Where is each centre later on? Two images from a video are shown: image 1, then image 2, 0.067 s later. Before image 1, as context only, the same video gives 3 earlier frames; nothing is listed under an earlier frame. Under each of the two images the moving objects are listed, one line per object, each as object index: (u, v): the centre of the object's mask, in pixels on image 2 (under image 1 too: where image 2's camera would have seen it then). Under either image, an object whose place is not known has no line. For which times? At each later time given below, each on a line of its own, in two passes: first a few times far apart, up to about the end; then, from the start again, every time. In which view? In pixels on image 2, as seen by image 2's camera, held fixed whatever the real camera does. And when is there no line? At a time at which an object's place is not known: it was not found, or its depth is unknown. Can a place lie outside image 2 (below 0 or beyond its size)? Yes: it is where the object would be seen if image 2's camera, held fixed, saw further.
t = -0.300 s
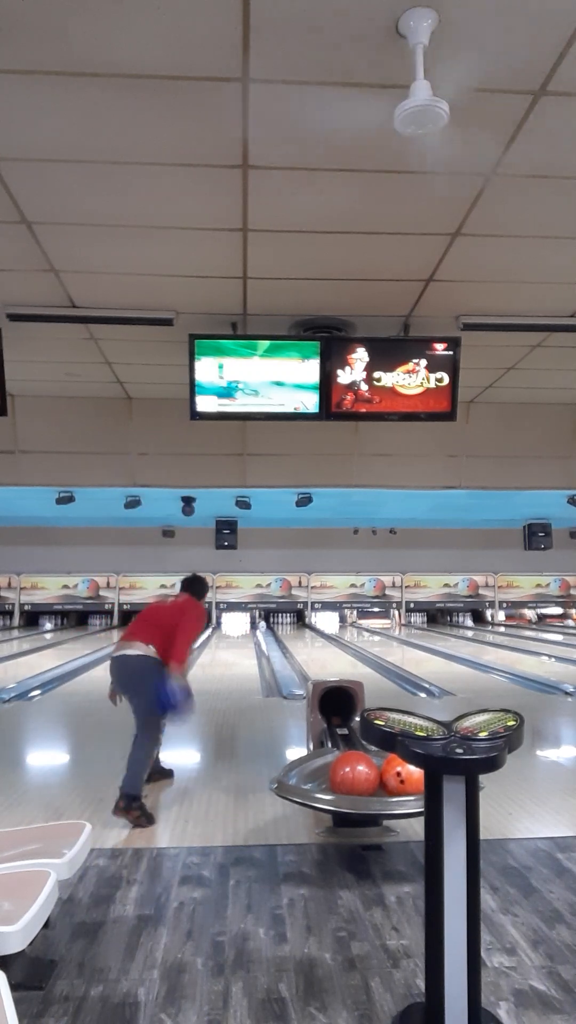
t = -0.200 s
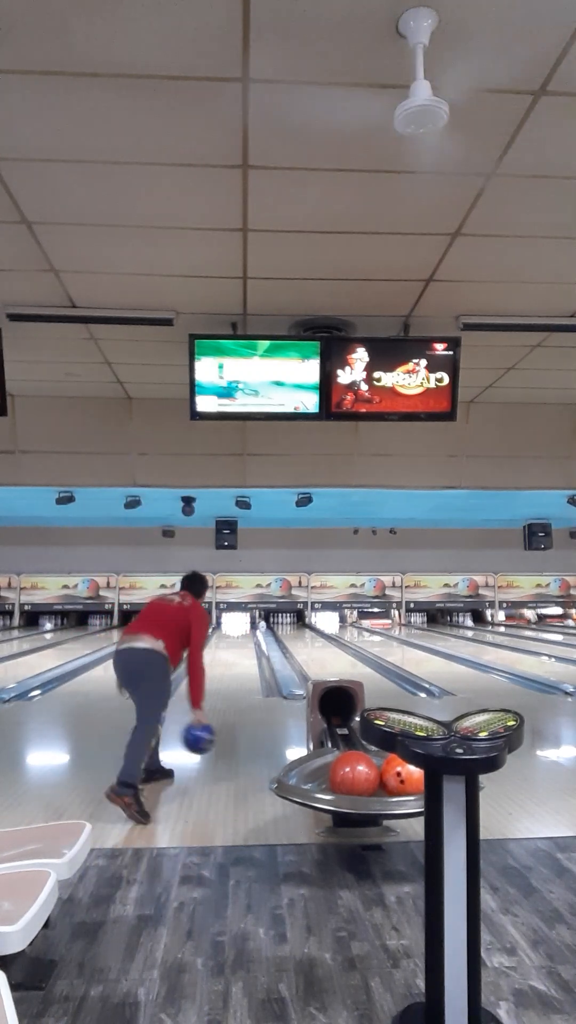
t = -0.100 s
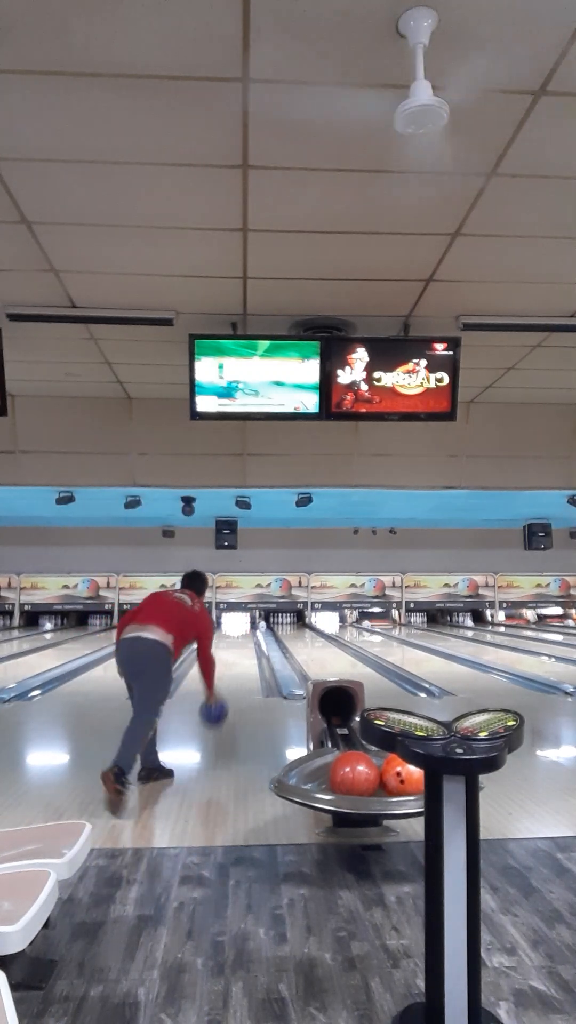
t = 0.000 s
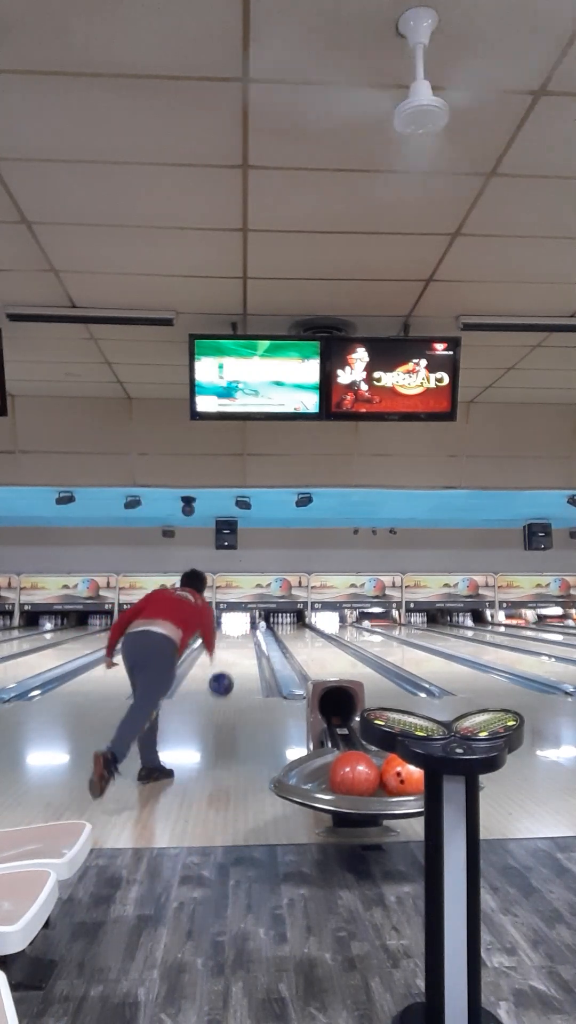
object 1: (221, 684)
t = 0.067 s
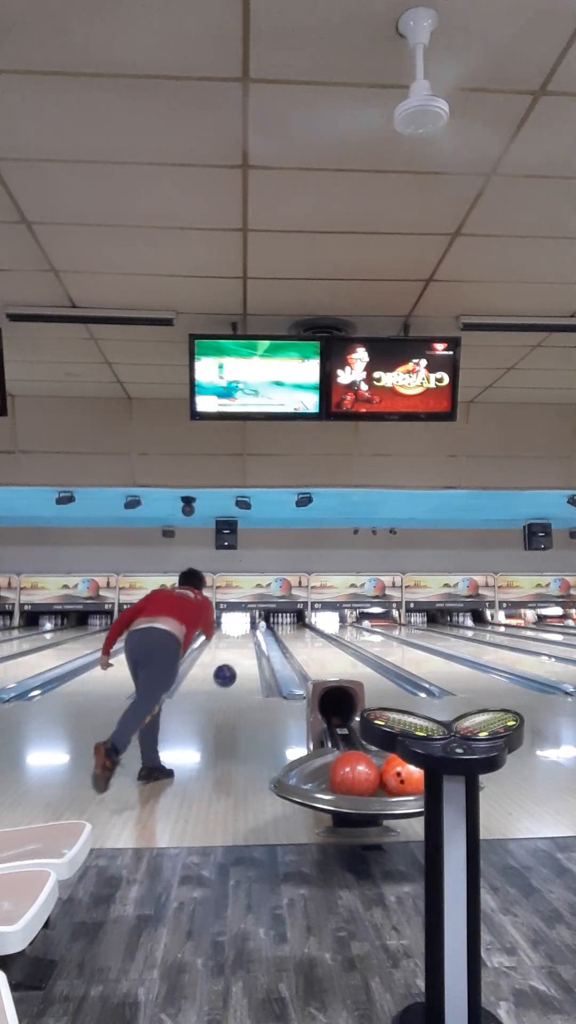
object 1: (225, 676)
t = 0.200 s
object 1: (231, 675)
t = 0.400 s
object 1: (237, 682)
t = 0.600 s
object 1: (242, 672)
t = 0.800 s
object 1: (245, 661)
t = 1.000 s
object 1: (247, 654)
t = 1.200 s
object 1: (249, 648)
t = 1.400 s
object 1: (250, 643)
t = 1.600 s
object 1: (252, 637)
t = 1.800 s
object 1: (252, 634)
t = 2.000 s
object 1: (252, 632)
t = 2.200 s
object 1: (253, 628)
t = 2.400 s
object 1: (254, 628)
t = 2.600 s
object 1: (255, 627)
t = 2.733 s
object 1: (255, 627)
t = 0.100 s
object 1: (226, 674)
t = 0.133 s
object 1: (228, 673)
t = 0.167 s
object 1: (229, 673)
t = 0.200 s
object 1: (231, 675)
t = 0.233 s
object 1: (232, 677)
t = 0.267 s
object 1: (233, 680)
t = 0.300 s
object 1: (234, 684)
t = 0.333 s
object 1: (235, 688)
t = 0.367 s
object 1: (236, 685)
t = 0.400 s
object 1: (237, 682)
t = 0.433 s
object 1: (238, 679)
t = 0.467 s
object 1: (238, 678)
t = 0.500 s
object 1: (240, 677)
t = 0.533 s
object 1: (240, 676)
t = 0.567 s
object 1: (241, 674)
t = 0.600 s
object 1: (242, 672)
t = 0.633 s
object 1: (242, 670)
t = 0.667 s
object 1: (243, 668)
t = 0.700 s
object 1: (243, 666)
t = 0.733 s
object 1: (244, 664)
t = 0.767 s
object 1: (244, 663)
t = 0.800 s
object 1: (245, 661)
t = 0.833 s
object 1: (245, 660)
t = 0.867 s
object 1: (246, 659)
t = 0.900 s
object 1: (246, 657)
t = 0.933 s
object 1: (246, 656)
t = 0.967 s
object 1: (247, 655)
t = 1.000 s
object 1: (247, 654)
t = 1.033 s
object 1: (247, 653)
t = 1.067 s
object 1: (247, 652)
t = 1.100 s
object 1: (248, 651)
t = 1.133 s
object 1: (248, 650)
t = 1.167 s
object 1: (248, 649)
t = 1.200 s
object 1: (249, 648)
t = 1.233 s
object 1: (249, 647)
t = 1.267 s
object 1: (249, 646)
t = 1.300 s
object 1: (249, 645)
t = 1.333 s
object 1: (250, 644)
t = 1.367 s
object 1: (250, 644)
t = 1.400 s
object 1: (250, 643)
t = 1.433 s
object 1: (250, 642)
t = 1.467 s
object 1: (250, 640)
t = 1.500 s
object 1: (251, 639)
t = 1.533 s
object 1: (251, 638)
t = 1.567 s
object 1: (251, 638)
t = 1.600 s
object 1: (252, 637)
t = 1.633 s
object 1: (252, 637)
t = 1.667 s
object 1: (252, 636)
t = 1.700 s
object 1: (252, 636)
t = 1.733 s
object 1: (252, 635)
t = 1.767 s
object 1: (252, 635)
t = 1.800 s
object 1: (252, 634)
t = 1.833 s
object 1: (252, 634)
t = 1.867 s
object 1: (252, 633)
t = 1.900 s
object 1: (252, 633)
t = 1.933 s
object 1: (252, 633)
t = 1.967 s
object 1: (252, 632)
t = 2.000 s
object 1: (252, 632)
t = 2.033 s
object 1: (252, 631)
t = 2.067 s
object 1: (252, 630)
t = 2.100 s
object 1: (252, 630)
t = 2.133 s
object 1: (253, 630)
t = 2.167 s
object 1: (252, 629)
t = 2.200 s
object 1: (253, 628)
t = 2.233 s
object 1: (253, 628)
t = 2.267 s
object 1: (253, 628)
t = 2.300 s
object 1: (253, 628)
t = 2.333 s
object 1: (253, 628)
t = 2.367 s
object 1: (253, 627)
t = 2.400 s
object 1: (254, 628)
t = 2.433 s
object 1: (254, 628)
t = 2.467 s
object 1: (254, 628)
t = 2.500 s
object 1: (254, 627)
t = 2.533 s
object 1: (254, 627)
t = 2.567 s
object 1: (254, 627)
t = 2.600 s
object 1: (255, 627)
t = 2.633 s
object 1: (254, 627)
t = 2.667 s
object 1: (254, 626)
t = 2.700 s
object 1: (254, 627)
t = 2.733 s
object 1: (255, 627)
